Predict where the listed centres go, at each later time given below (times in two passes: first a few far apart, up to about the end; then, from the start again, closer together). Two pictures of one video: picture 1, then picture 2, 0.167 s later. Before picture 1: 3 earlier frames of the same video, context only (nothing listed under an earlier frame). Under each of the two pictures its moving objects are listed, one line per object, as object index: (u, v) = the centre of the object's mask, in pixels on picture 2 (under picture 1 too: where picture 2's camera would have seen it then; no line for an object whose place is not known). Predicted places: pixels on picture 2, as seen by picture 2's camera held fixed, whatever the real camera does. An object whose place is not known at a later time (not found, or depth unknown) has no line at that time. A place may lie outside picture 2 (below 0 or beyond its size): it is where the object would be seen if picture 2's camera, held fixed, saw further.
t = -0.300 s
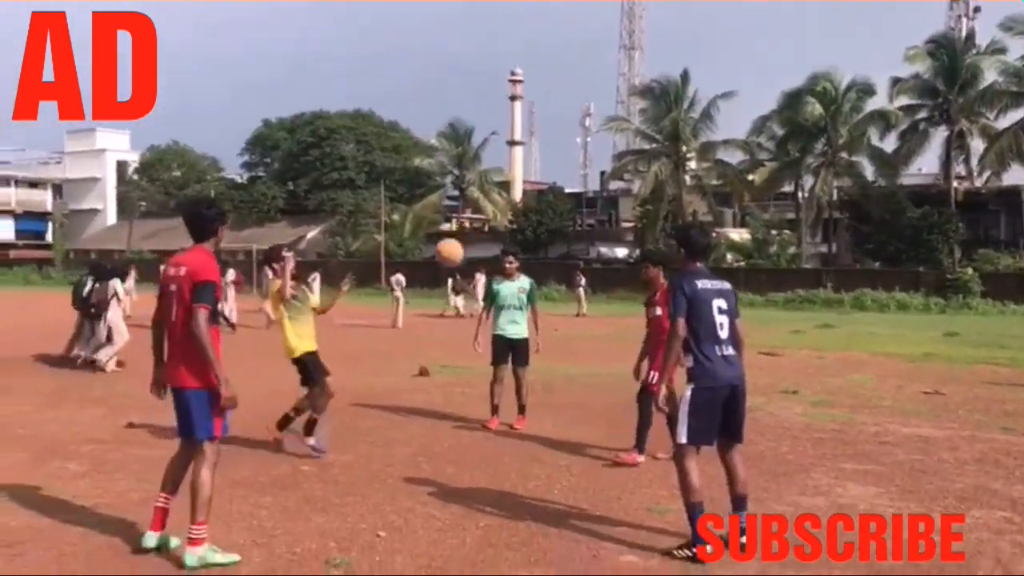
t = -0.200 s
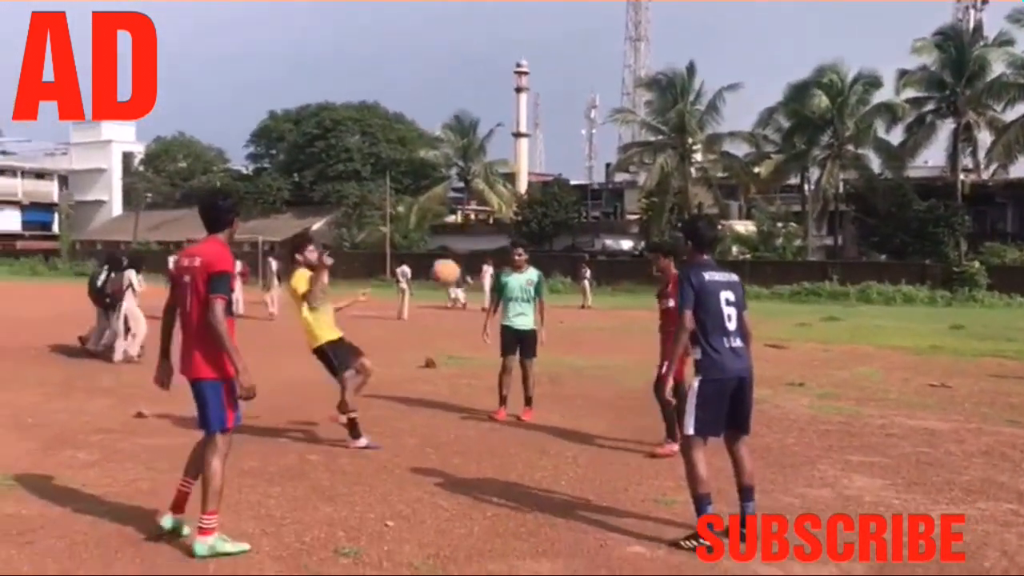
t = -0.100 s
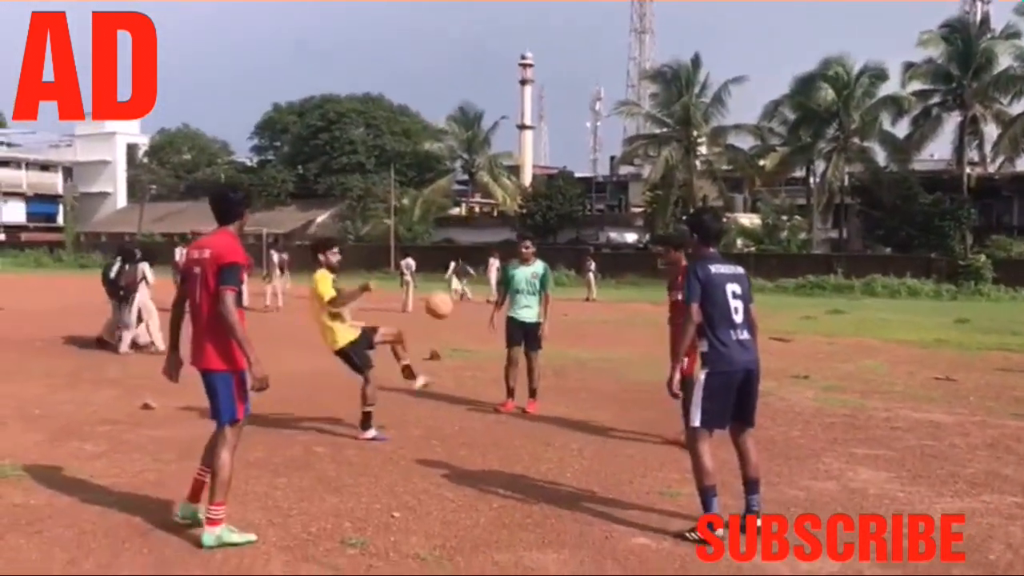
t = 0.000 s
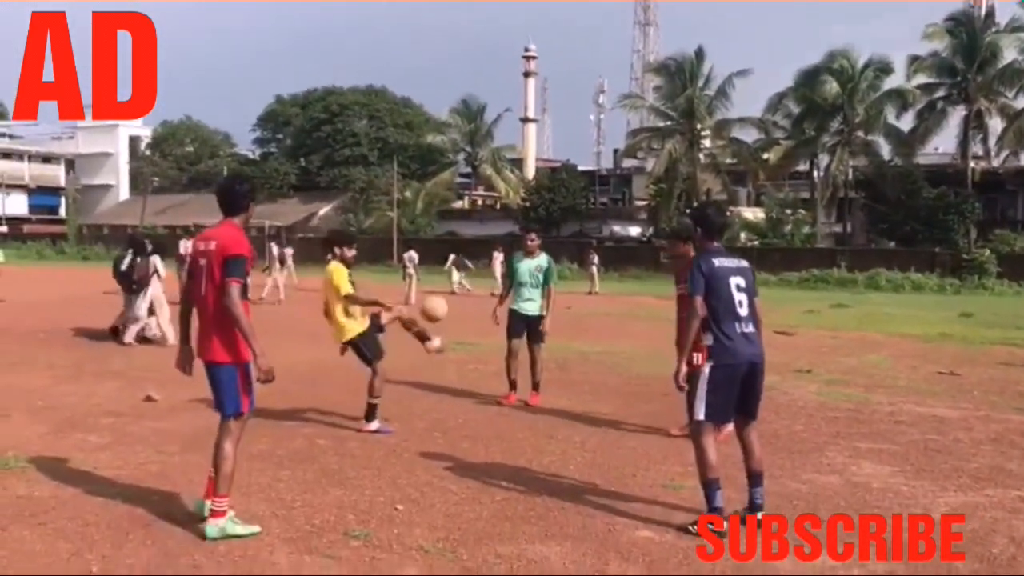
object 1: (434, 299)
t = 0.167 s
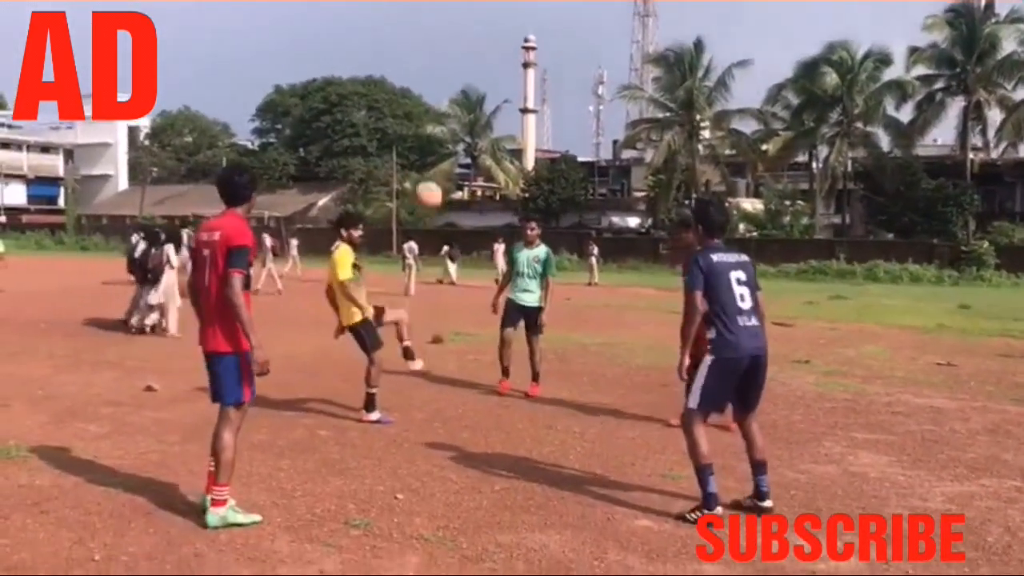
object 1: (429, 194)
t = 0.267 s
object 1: (424, 145)
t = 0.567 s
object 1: (407, 64)
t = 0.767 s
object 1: (394, 77)
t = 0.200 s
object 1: (427, 177)
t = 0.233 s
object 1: (426, 160)
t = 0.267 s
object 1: (424, 145)
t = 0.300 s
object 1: (423, 130)
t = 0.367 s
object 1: (419, 107)
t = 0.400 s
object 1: (419, 94)
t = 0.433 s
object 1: (415, 85)
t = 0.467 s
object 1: (414, 78)
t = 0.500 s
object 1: (411, 71)
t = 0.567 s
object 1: (407, 64)
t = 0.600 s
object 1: (405, 62)
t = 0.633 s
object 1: (403, 62)
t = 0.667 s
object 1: (401, 64)
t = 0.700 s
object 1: (398, 67)
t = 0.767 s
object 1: (394, 77)
